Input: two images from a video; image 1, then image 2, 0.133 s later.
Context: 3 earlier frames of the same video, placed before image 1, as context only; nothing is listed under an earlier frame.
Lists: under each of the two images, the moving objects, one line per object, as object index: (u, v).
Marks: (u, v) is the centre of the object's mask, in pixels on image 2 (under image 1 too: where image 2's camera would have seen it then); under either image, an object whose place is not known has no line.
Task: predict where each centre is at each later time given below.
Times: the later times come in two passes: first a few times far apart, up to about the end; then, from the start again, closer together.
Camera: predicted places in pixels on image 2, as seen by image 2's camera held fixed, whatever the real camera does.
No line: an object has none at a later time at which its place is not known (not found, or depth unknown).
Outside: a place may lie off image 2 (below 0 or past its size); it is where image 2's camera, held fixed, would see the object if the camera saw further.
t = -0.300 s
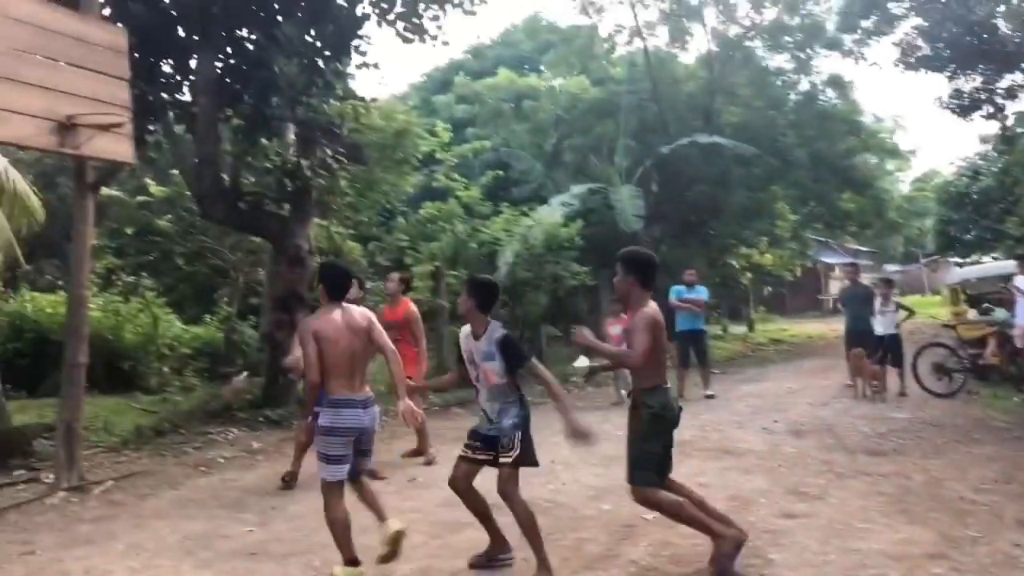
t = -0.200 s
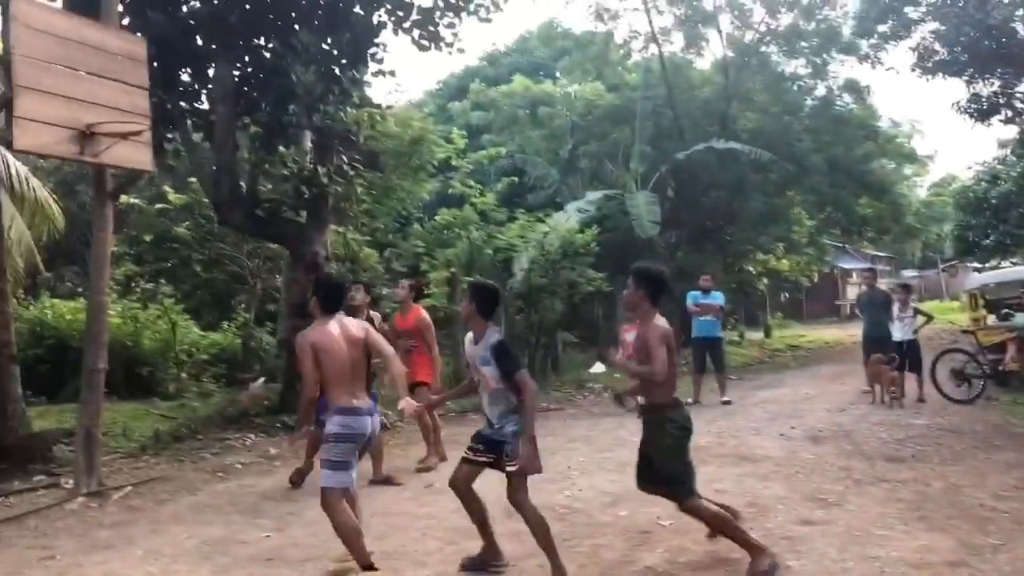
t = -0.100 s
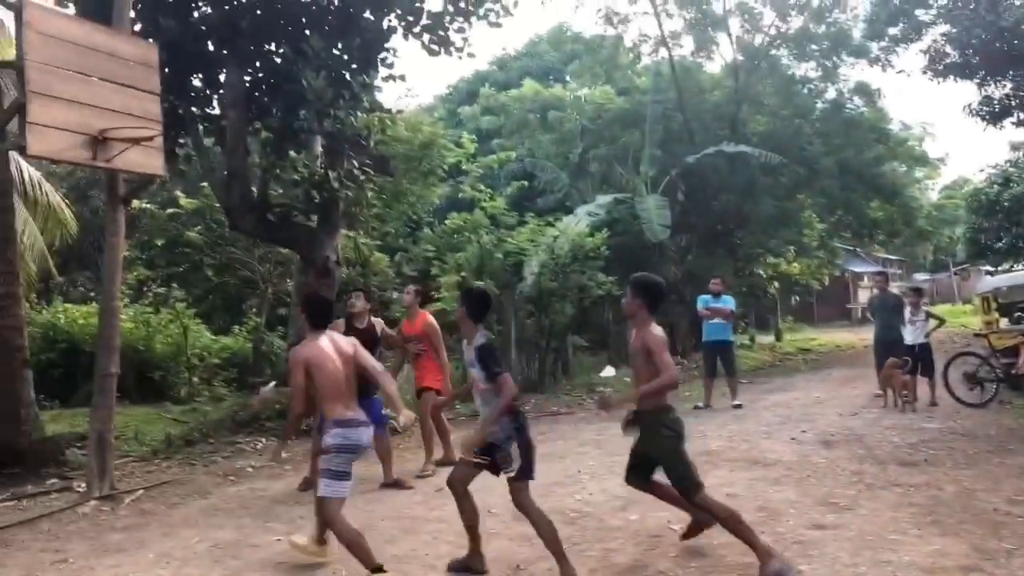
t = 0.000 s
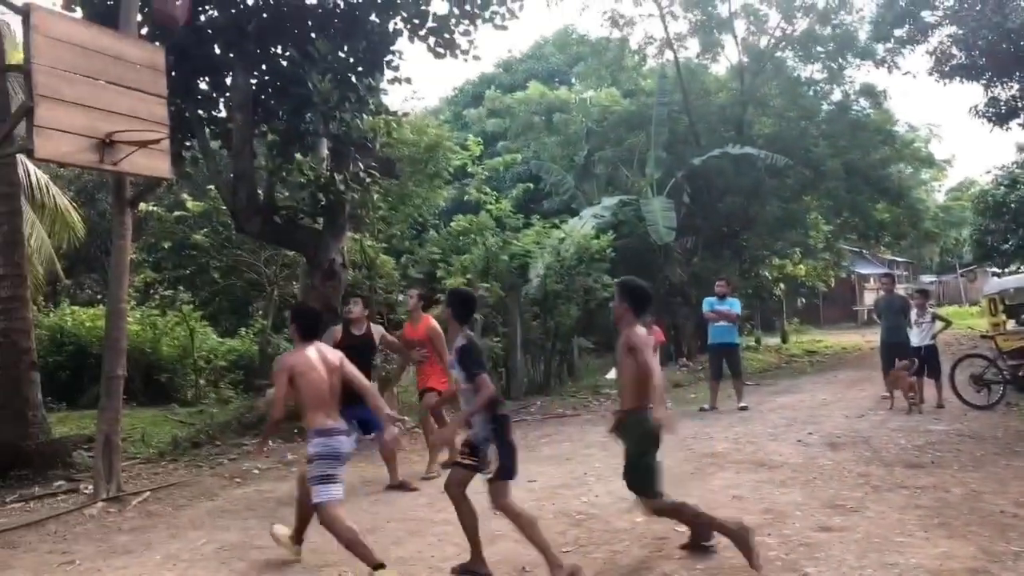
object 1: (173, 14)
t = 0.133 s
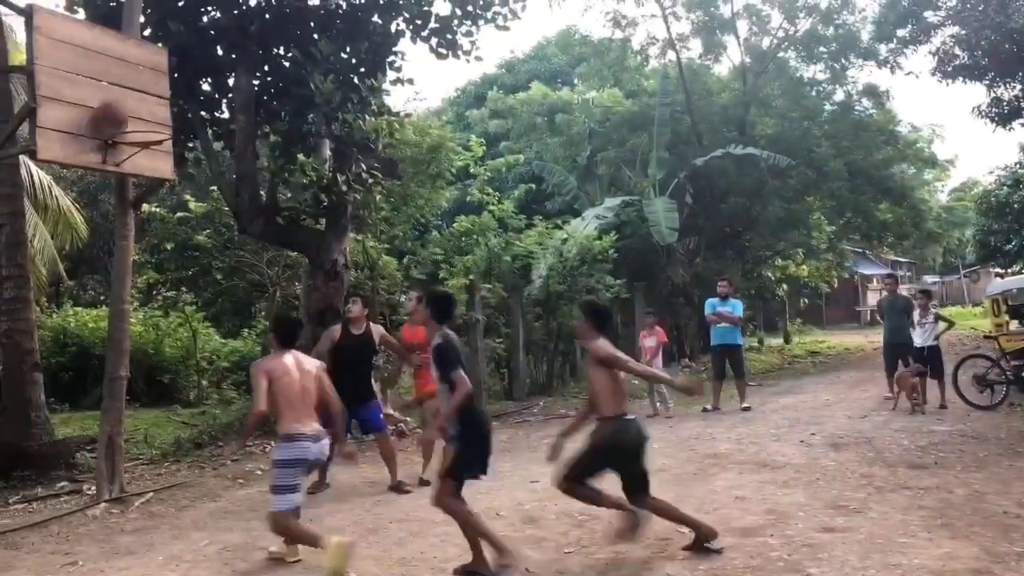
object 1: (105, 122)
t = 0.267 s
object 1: (174, 111)
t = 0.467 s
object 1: (283, 130)
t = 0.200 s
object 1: (139, 118)
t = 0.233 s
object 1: (156, 114)
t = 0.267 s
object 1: (174, 111)
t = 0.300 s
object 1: (190, 111)
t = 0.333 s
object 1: (206, 111)
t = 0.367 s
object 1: (227, 113)
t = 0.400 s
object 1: (246, 116)
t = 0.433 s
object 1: (265, 124)
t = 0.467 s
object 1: (283, 130)
